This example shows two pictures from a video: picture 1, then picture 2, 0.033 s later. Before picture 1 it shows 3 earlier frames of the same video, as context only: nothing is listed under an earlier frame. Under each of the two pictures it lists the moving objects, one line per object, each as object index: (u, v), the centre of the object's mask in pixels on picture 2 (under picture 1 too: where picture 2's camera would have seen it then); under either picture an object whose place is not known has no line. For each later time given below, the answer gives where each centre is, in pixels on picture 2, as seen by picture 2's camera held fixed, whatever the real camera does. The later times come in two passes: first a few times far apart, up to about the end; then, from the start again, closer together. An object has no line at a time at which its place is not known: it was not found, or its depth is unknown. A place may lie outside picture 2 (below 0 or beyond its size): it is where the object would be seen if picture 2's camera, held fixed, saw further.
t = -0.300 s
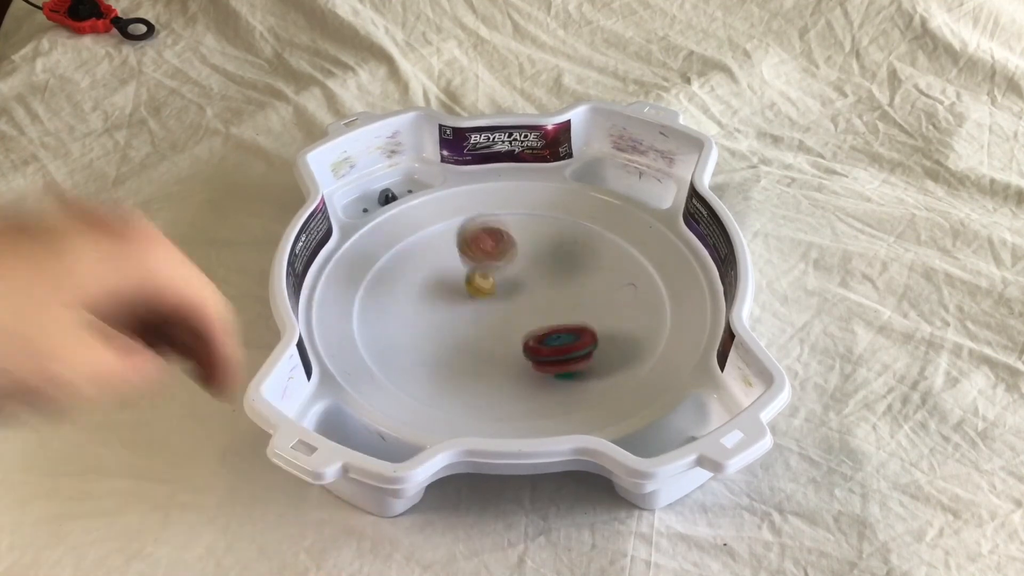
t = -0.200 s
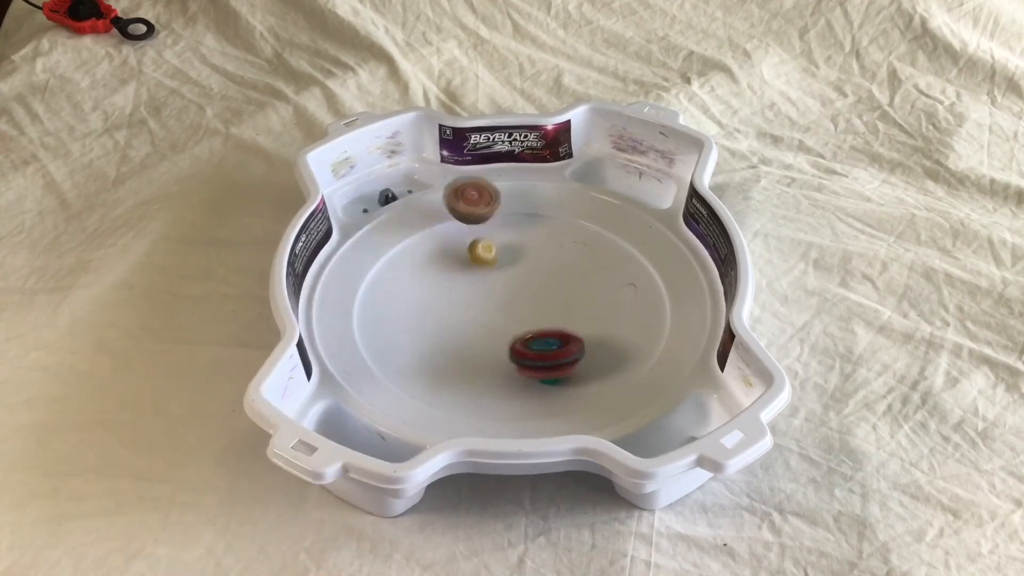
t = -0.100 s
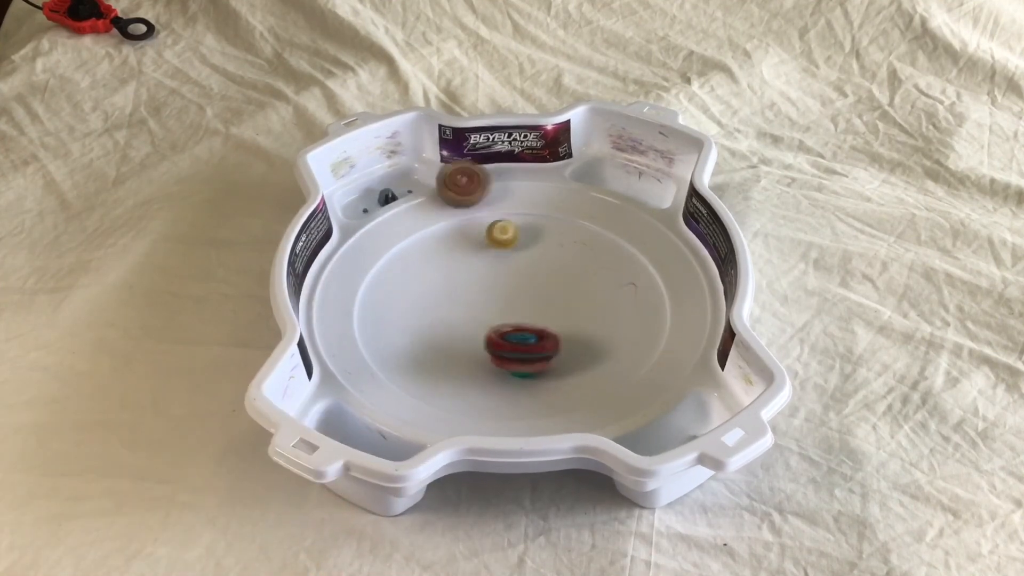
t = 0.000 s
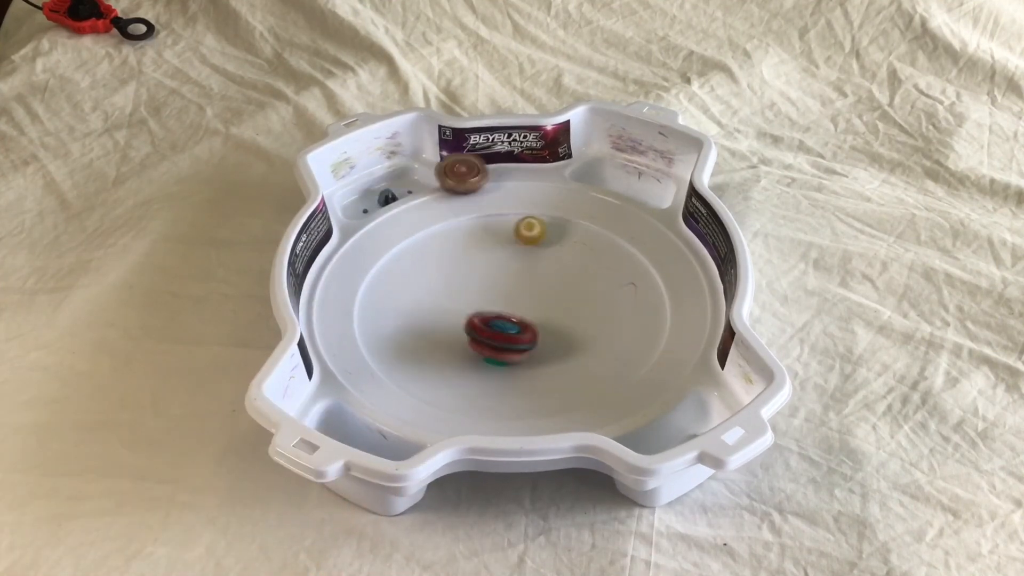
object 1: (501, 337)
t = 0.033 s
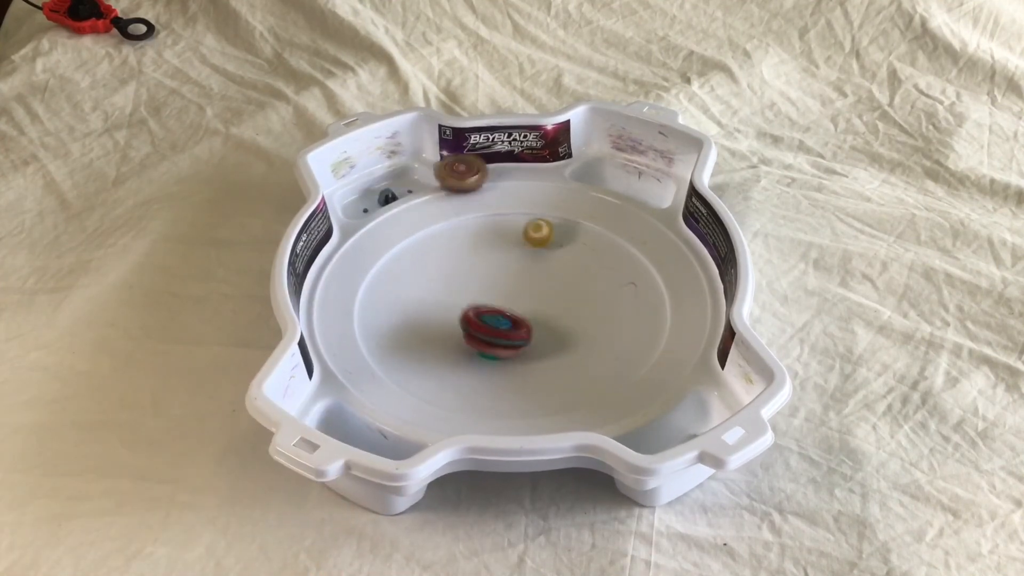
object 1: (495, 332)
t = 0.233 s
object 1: (477, 294)
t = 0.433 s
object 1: (473, 309)
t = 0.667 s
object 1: (506, 299)
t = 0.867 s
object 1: (531, 299)
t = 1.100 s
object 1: (537, 299)
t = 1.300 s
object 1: (523, 299)
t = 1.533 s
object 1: (502, 295)
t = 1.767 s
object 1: (486, 287)
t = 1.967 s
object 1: (481, 288)
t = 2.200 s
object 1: (503, 285)
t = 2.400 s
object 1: (520, 289)
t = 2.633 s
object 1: (529, 303)
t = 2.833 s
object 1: (531, 312)
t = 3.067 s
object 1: (518, 318)
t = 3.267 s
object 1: (507, 312)
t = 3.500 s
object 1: (505, 296)
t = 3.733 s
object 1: (516, 285)
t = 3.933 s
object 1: (516, 284)
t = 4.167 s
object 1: (505, 289)
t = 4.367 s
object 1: (495, 295)
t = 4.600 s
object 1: (490, 298)
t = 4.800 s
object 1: (494, 297)
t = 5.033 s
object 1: (505, 295)
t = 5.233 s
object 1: (516, 295)
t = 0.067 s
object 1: (490, 326)
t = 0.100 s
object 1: (486, 320)
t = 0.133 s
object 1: (483, 313)
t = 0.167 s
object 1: (480, 306)
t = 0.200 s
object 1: (479, 300)
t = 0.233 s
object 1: (477, 294)
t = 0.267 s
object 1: (477, 290)
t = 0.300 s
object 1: (474, 291)
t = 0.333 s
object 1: (473, 304)
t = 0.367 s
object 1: (474, 306)
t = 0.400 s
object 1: (473, 310)
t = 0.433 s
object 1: (473, 309)
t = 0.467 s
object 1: (476, 307)
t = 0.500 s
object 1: (481, 306)
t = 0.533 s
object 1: (487, 304)
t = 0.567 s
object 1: (493, 302)
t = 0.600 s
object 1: (498, 301)
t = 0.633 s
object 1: (503, 300)
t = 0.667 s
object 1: (506, 299)
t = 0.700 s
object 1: (511, 298)
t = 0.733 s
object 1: (516, 298)
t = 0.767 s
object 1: (522, 297)
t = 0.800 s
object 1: (526, 298)
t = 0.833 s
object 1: (530, 298)
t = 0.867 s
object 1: (531, 299)
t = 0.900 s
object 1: (533, 300)
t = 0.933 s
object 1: (533, 299)
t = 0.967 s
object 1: (534, 299)
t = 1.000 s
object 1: (536, 299)
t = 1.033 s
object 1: (537, 299)
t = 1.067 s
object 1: (537, 299)
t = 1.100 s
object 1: (537, 299)
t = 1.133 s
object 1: (536, 299)
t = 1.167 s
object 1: (534, 299)
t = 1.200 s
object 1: (532, 298)
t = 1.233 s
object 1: (530, 298)
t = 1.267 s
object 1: (527, 299)
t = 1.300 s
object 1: (523, 299)
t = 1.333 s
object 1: (520, 299)
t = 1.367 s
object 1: (516, 300)
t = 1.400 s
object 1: (512, 300)
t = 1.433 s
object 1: (509, 300)
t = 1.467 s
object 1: (508, 298)
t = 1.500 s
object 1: (505, 297)
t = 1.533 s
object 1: (502, 295)
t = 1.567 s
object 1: (500, 294)
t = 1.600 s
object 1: (497, 292)
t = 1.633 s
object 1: (495, 291)
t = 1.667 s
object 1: (492, 289)
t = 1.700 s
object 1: (490, 289)
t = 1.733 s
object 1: (488, 288)
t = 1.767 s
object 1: (486, 287)
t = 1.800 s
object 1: (483, 286)
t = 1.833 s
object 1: (481, 286)
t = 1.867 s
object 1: (480, 286)
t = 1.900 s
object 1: (480, 286)
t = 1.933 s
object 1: (479, 287)
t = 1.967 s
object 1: (481, 288)
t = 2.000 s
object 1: (484, 288)
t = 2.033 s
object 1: (488, 287)
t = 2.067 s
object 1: (490, 286)
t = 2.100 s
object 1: (493, 285)
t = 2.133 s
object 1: (497, 285)
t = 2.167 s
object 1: (499, 284)
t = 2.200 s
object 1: (503, 285)
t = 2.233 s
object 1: (505, 284)
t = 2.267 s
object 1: (509, 285)
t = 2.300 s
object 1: (512, 286)
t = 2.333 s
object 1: (515, 287)
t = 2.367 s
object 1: (517, 288)
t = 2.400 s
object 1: (520, 289)
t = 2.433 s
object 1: (522, 292)
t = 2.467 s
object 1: (523, 293)
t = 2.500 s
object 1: (525, 294)
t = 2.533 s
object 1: (526, 297)
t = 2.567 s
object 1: (527, 299)
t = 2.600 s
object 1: (528, 301)
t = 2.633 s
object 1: (529, 303)
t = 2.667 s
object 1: (530, 305)
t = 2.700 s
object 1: (531, 306)
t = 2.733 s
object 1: (532, 307)
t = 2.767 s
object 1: (532, 309)
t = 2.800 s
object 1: (531, 310)
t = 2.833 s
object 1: (531, 312)
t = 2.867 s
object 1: (530, 312)
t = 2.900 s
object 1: (528, 314)
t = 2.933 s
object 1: (524, 315)
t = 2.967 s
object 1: (523, 316)
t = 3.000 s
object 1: (522, 317)
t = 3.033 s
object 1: (521, 317)
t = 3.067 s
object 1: (518, 318)
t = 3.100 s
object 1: (516, 317)
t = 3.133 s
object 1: (515, 317)
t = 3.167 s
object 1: (512, 316)
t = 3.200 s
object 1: (510, 314)
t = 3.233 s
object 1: (509, 314)
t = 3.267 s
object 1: (507, 312)
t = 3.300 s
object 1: (505, 309)
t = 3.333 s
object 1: (505, 307)
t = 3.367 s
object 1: (504, 305)
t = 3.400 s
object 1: (504, 303)
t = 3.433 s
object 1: (504, 301)
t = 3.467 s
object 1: (505, 299)
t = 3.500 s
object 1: (505, 296)
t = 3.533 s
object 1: (506, 294)
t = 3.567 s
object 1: (508, 292)
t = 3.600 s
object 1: (509, 290)
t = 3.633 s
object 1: (511, 289)
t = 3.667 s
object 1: (514, 288)
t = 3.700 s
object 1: (515, 286)
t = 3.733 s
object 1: (516, 285)
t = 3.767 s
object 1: (516, 284)
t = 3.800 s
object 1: (518, 284)
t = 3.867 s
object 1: (518, 284)
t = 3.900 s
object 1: (518, 284)
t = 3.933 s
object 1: (516, 284)
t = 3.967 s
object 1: (514, 284)
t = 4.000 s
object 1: (514, 285)
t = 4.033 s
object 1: (511, 286)
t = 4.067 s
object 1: (509, 286)
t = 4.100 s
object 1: (509, 287)
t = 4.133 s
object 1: (506, 288)
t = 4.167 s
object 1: (505, 289)
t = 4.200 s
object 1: (504, 290)
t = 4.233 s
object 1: (502, 291)
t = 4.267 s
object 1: (499, 292)
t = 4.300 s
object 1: (498, 294)
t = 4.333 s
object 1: (495, 295)
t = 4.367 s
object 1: (495, 295)
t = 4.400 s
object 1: (493, 296)
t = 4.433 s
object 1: (491, 297)
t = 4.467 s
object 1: (491, 297)
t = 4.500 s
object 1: (491, 298)
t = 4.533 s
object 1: (489, 297)
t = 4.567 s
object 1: (490, 297)
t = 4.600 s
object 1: (490, 298)
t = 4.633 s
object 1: (491, 297)
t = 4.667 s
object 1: (492, 297)
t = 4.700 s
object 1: (491, 298)
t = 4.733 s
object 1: (491, 296)
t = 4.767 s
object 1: (493, 297)
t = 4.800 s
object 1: (494, 297)
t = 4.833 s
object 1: (494, 296)
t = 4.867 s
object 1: (497, 296)
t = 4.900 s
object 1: (499, 296)
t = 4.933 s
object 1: (500, 295)
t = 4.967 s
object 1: (502, 296)
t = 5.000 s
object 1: (504, 296)
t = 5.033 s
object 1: (505, 295)
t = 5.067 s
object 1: (509, 295)
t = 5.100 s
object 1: (510, 296)
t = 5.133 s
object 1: (511, 295)
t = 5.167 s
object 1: (514, 295)
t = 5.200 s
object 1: (515, 295)
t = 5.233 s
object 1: (516, 295)
